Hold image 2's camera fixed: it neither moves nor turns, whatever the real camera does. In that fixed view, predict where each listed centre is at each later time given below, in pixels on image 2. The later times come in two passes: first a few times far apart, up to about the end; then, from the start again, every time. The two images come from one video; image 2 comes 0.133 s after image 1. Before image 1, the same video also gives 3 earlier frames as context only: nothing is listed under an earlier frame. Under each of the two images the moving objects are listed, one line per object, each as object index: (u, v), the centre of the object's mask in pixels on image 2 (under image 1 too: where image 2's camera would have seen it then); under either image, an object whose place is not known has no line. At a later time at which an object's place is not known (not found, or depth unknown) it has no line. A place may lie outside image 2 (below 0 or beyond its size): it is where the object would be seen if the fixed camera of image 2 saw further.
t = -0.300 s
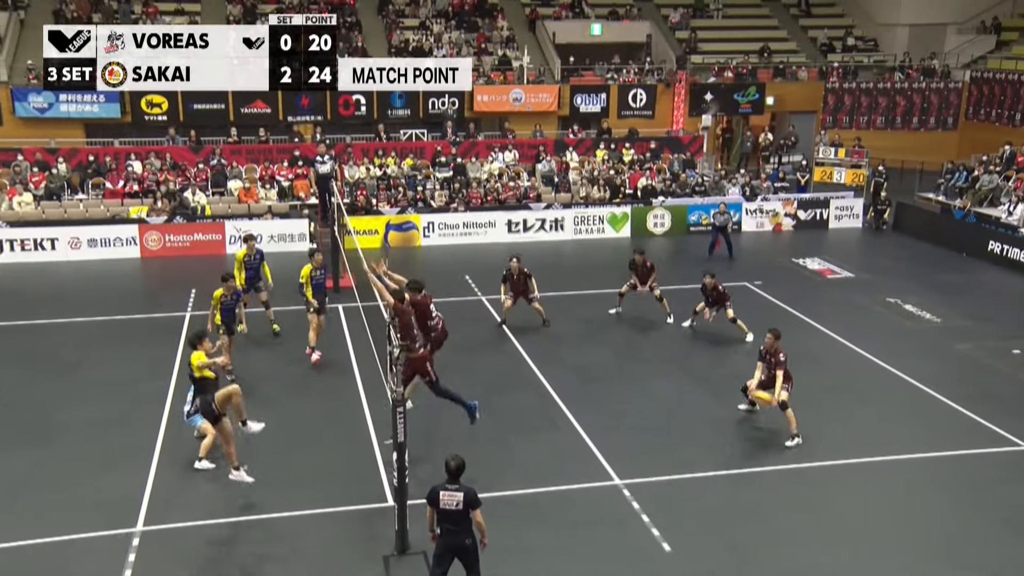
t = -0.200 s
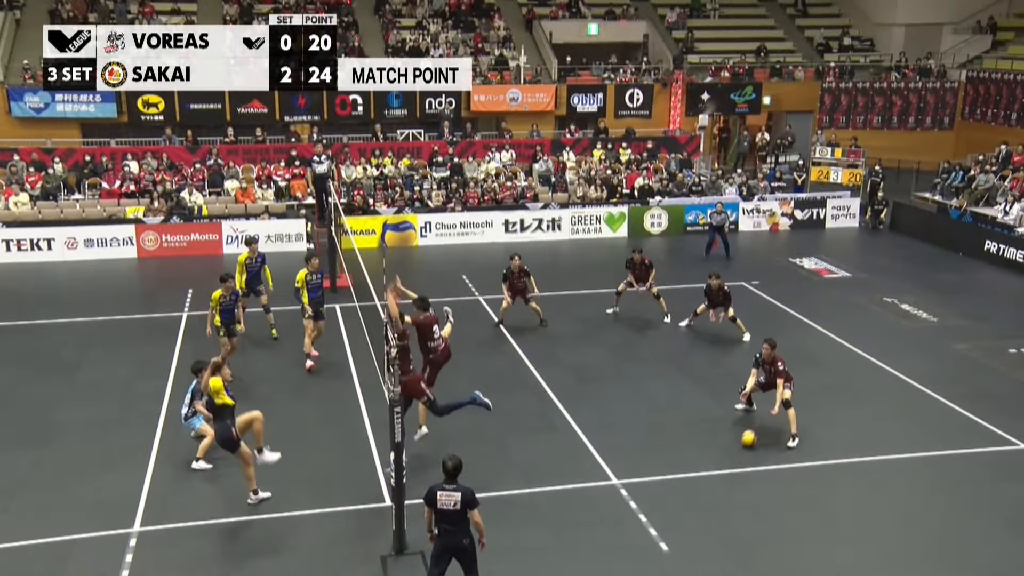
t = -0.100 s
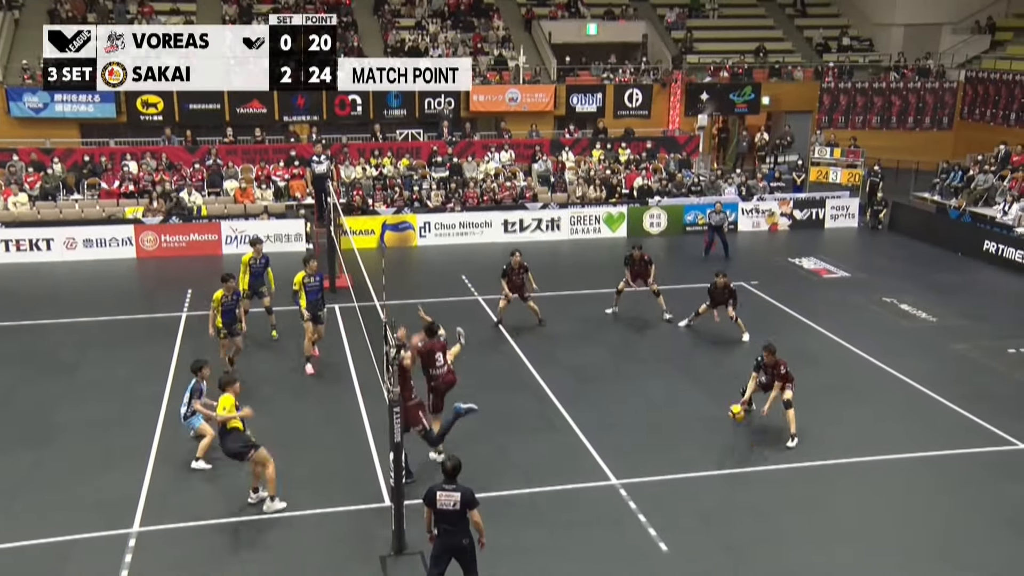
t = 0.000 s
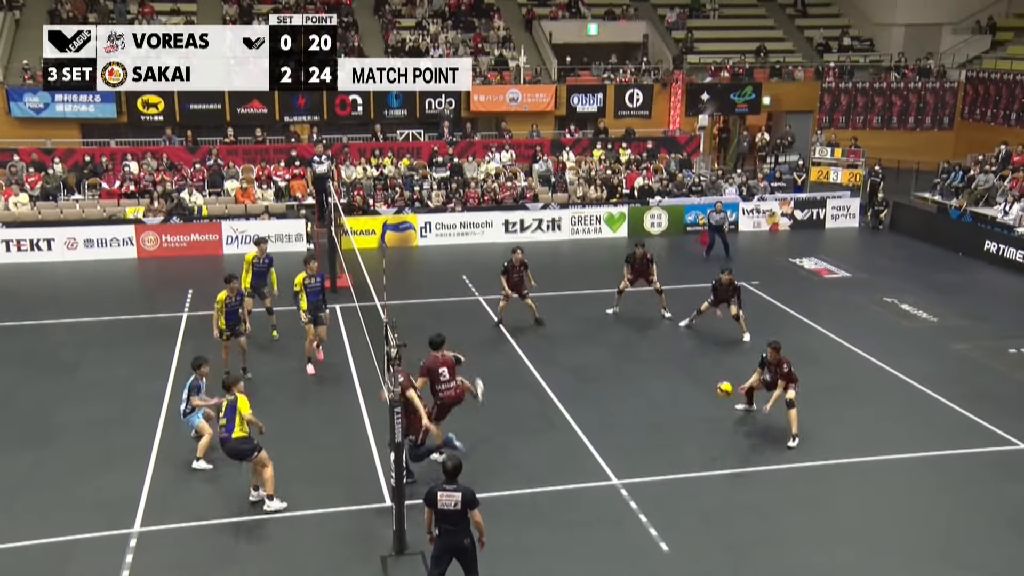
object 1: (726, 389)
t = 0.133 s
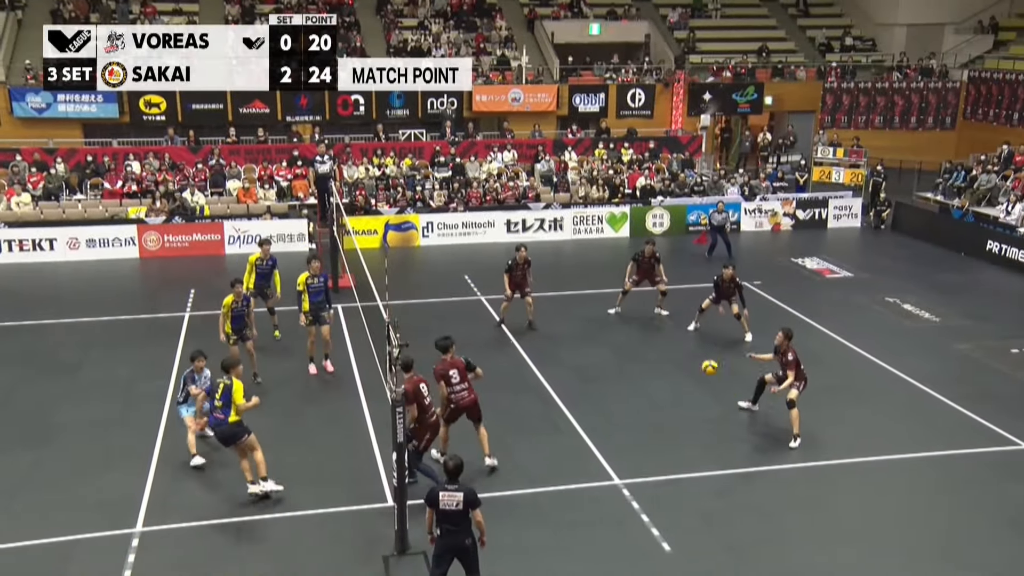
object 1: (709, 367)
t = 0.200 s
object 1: (701, 361)
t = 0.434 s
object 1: (667, 361)
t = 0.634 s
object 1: (636, 391)
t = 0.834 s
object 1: (607, 447)
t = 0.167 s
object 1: (705, 364)
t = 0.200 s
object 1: (701, 361)
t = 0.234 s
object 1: (695, 359)
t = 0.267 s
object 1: (691, 357)
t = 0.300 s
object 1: (686, 355)
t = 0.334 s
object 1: (681, 356)
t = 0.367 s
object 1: (676, 357)
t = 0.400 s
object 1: (671, 359)
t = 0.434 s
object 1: (667, 361)
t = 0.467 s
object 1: (662, 364)
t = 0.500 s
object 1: (657, 368)
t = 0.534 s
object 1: (652, 373)
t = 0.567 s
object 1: (646, 377)
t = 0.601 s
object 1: (642, 384)
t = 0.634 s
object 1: (636, 391)
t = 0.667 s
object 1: (632, 399)
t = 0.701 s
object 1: (627, 407)
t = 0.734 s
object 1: (623, 416)
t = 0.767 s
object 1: (617, 426)
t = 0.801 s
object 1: (612, 436)
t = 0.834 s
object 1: (607, 447)
